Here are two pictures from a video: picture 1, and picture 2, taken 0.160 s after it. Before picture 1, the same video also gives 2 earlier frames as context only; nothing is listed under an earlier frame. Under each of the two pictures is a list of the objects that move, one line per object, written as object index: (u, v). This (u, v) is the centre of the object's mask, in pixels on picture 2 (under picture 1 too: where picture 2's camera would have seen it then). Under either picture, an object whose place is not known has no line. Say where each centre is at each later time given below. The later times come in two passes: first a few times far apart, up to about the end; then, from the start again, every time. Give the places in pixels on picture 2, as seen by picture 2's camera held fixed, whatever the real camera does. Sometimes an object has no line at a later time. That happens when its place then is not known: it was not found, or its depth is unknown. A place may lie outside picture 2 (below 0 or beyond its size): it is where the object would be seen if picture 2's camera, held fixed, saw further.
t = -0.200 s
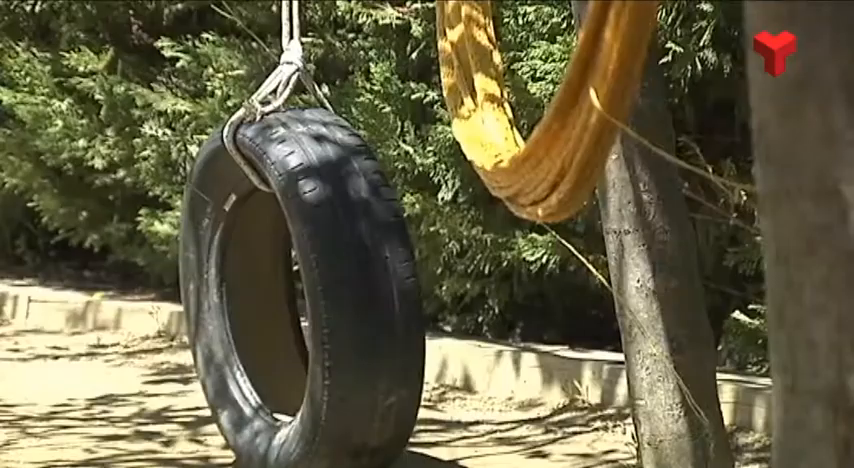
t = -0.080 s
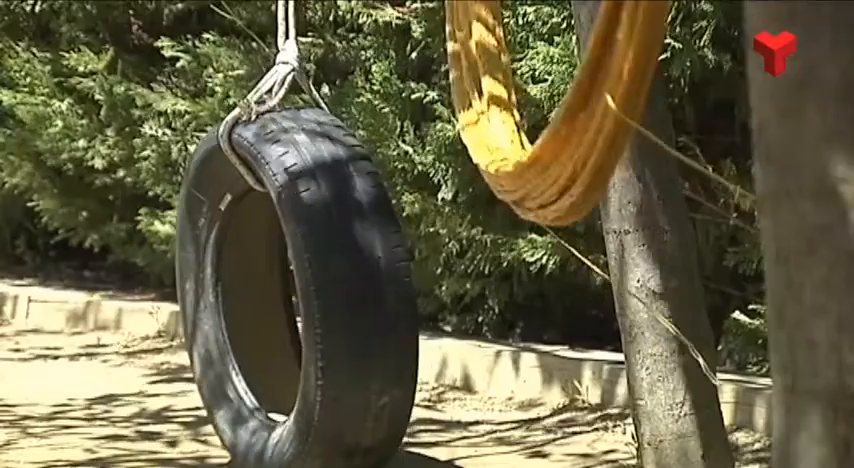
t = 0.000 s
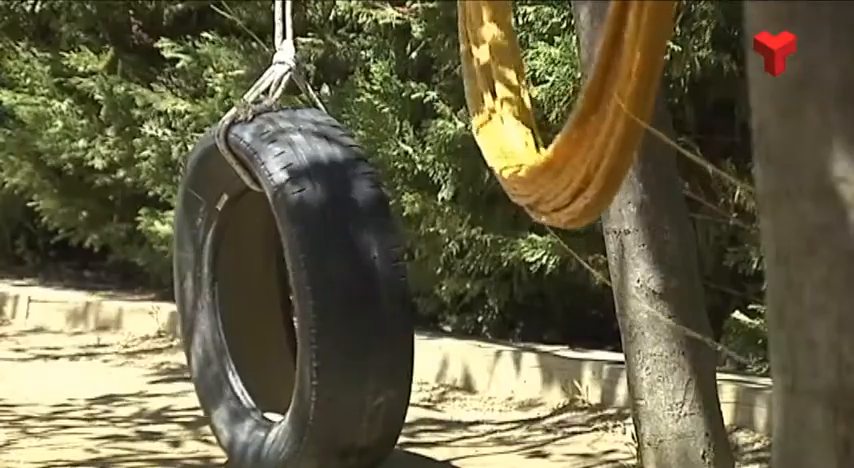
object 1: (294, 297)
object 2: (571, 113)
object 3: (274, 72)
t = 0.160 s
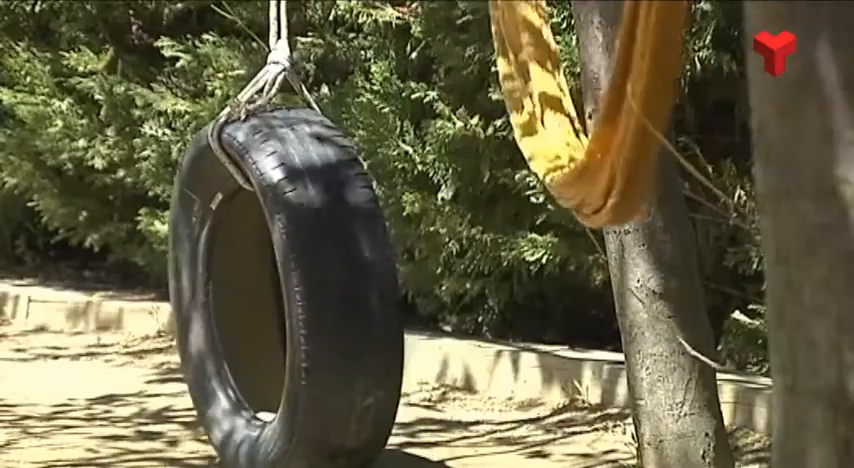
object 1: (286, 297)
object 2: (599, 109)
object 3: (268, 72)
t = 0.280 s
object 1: (280, 297)
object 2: (624, 102)
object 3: (263, 74)
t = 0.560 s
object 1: (272, 296)
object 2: (673, 103)
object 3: (257, 73)
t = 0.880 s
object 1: (272, 296)
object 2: (668, 110)
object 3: (257, 74)
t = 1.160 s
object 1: (279, 296)
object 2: (654, 100)
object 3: (263, 73)
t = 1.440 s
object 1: (290, 296)
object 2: (614, 106)
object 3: (272, 73)
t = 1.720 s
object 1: (301, 295)
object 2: (578, 107)
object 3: (280, 72)
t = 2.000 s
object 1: (306, 295)
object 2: (560, 105)
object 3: (283, 72)
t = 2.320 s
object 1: (304, 295)
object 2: (568, 103)
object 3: (282, 71)
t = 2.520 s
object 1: (299, 294)
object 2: (590, 104)
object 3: (279, 71)
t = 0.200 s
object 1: (284, 297)
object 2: (608, 106)
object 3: (267, 73)
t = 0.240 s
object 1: (282, 297)
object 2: (616, 104)
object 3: (265, 74)
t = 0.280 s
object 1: (280, 297)
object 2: (624, 102)
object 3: (263, 74)
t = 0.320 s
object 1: (279, 296)
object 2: (631, 102)
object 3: (262, 73)
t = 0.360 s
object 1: (278, 297)
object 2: (640, 101)
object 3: (261, 73)
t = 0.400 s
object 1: (276, 296)
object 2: (649, 99)
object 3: (260, 73)
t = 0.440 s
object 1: (275, 296)
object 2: (656, 100)
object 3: (259, 73)
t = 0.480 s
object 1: (274, 296)
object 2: (662, 101)
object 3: (258, 72)
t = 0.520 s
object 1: (273, 296)
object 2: (668, 102)
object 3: (257, 73)
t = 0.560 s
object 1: (272, 296)
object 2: (673, 103)
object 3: (257, 73)
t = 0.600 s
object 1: (271, 296)
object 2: (676, 108)
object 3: (256, 74)
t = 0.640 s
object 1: (271, 296)
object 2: (668, 106)
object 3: (256, 74)
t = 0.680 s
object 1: (271, 296)
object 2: (671, 108)
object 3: (256, 73)
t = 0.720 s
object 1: (271, 296)
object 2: (673, 109)
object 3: (256, 73)
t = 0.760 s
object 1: (271, 296)
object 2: (673, 109)
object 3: (256, 73)
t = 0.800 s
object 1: (271, 296)
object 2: (672, 109)
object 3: (256, 73)
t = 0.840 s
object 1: (272, 296)
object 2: (670, 109)
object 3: (256, 73)
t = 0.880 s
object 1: (272, 296)
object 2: (668, 110)
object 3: (257, 74)
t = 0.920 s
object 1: (273, 296)
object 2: (664, 110)
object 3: (257, 73)
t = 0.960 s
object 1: (273, 296)
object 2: (662, 113)
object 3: (258, 72)
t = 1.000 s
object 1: (274, 296)
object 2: (678, 109)
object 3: (259, 73)
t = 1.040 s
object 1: (275, 296)
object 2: (672, 108)
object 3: (259, 73)
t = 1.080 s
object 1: (277, 296)
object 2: (666, 105)
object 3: (261, 73)
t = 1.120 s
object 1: (278, 296)
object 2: (659, 101)
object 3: (262, 73)
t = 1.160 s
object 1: (279, 296)
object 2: (654, 100)
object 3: (263, 73)
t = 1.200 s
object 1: (280, 296)
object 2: (649, 99)
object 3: (264, 73)
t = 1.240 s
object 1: (282, 296)
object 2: (642, 100)
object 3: (266, 72)
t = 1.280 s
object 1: (284, 296)
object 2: (636, 100)
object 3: (267, 72)
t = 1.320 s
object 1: (285, 296)
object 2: (629, 101)
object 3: (267, 74)
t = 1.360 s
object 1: (287, 296)
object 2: (624, 102)
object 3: (270, 71)
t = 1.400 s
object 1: (289, 296)
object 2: (618, 104)
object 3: (270, 73)
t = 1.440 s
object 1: (290, 296)
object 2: (614, 106)
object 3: (272, 73)
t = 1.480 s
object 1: (292, 295)
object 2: (609, 107)
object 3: (272, 73)
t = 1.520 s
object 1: (294, 296)
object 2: (605, 107)
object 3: (274, 73)
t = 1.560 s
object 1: (295, 296)
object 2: (599, 106)
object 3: (275, 73)
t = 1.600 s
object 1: (297, 296)
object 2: (595, 106)
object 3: (276, 73)
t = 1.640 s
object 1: (298, 295)
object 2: (589, 109)
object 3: (277, 73)
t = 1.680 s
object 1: (299, 296)
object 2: (584, 107)
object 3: (279, 71)
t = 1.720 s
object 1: (301, 295)
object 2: (578, 107)
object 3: (280, 72)
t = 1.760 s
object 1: (302, 295)
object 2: (574, 108)
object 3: (281, 73)
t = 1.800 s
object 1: (303, 295)
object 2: (571, 106)
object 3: (282, 72)
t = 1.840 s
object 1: (304, 295)
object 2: (568, 108)
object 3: (282, 73)
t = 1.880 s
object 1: (305, 295)
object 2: (564, 107)
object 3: (283, 72)
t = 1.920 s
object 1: (305, 295)
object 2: (562, 107)
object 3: (283, 72)
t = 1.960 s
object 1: (306, 295)
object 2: (561, 106)
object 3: (283, 72)
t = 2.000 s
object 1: (306, 295)
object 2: (560, 105)
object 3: (283, 72)
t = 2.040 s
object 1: (306, 295)
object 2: (560, 105)
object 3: (283, 72)
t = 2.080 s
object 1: (306, 295)
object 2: (560, 104)
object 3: (283, 72)
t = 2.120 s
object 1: (306, 295)
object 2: (560, 104)
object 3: (283, 72)
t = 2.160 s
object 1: (306, 295)
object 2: (560, 104)
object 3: (283, 72)
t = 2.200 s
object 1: (306, 295)
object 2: (560, 103)
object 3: (283, 72)
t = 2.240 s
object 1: (305, 295)
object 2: (563, 103)
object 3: (282, 72)
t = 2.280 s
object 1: (305, 295)
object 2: (565, 103)
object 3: (282, 72)
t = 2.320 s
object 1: (304, 295)
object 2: (568, 103)
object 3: (282, 71)
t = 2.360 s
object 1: (303, 294)
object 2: (572, 103)
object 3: (281, 73)
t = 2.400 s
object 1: (303, 295)
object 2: (574, 102)
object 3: (281, 71)
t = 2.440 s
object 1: (302, 294)
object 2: (578, 102)
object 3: (281, 71)
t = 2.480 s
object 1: (300, 294)
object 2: (584, 104)
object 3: (280, 70)
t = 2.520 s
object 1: (299, 294)
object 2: (590, 104)
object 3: (279, 71)
